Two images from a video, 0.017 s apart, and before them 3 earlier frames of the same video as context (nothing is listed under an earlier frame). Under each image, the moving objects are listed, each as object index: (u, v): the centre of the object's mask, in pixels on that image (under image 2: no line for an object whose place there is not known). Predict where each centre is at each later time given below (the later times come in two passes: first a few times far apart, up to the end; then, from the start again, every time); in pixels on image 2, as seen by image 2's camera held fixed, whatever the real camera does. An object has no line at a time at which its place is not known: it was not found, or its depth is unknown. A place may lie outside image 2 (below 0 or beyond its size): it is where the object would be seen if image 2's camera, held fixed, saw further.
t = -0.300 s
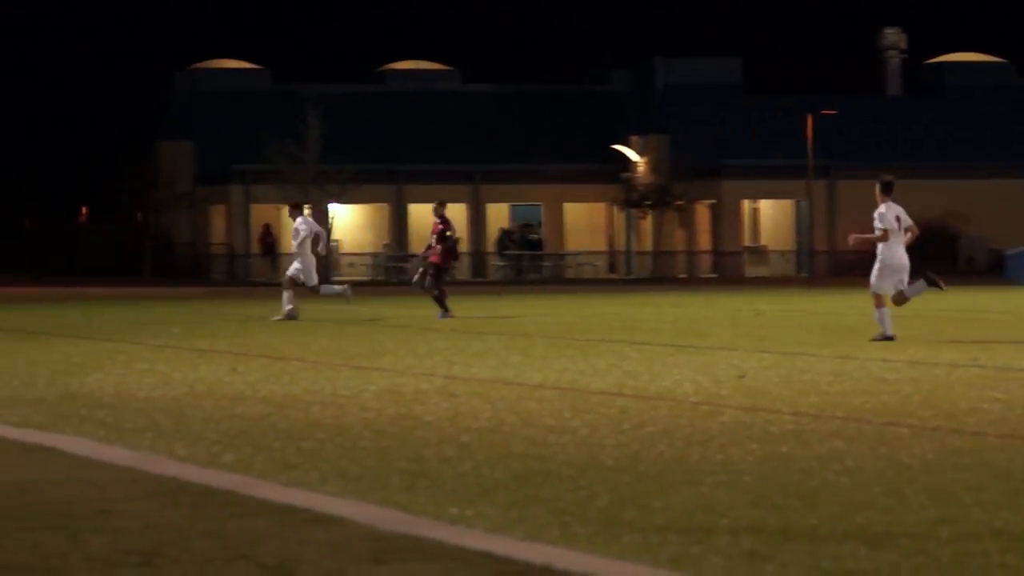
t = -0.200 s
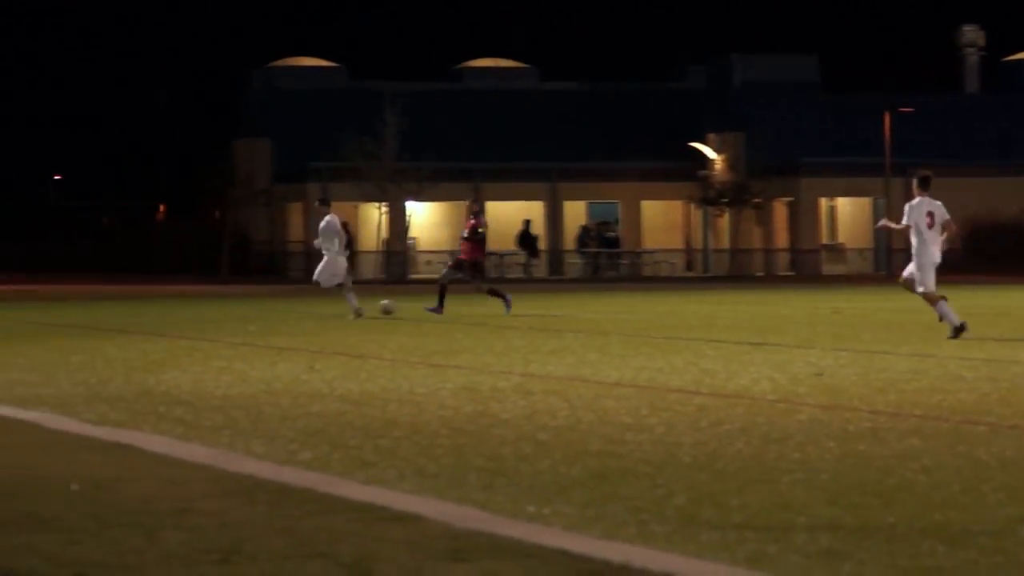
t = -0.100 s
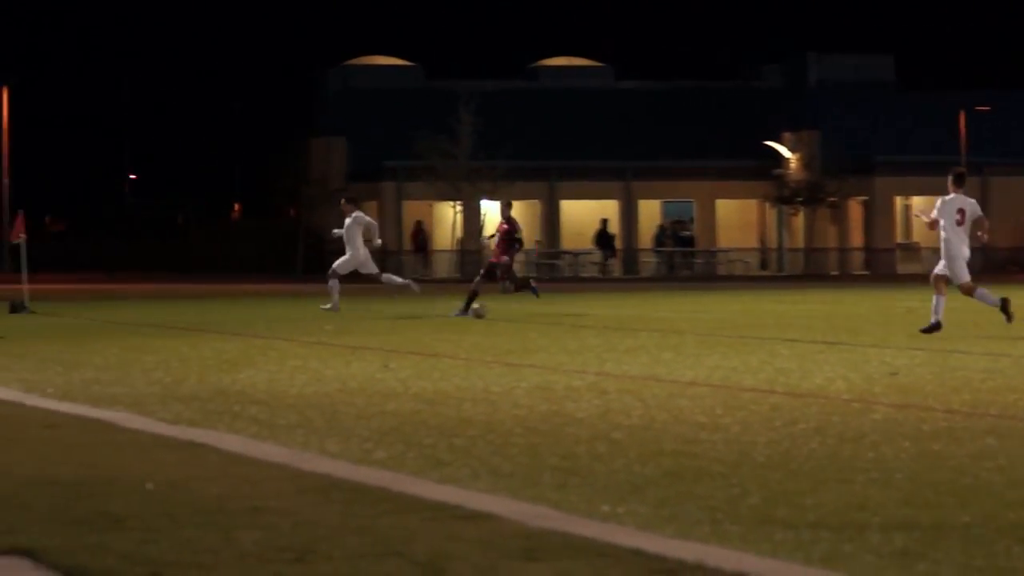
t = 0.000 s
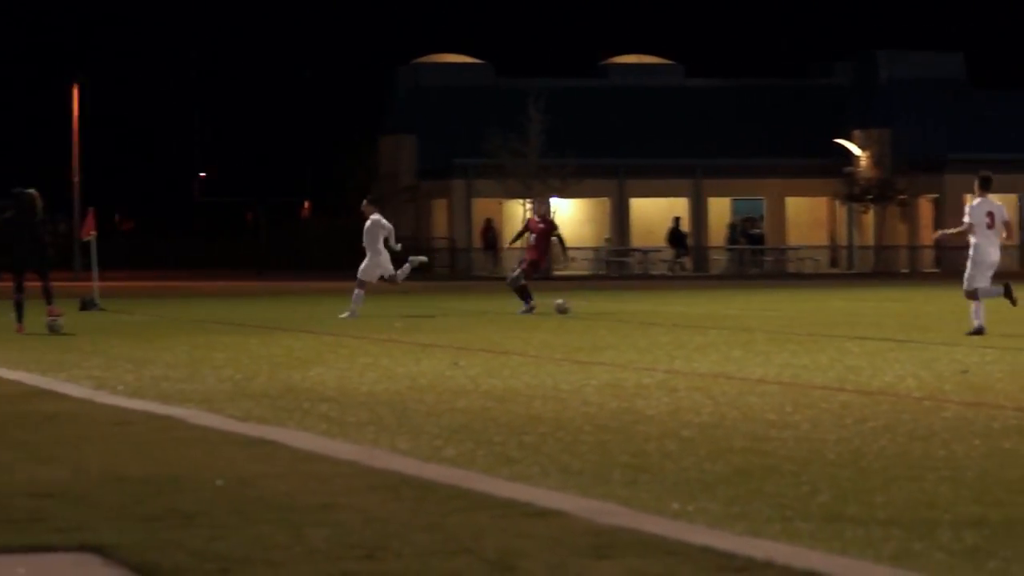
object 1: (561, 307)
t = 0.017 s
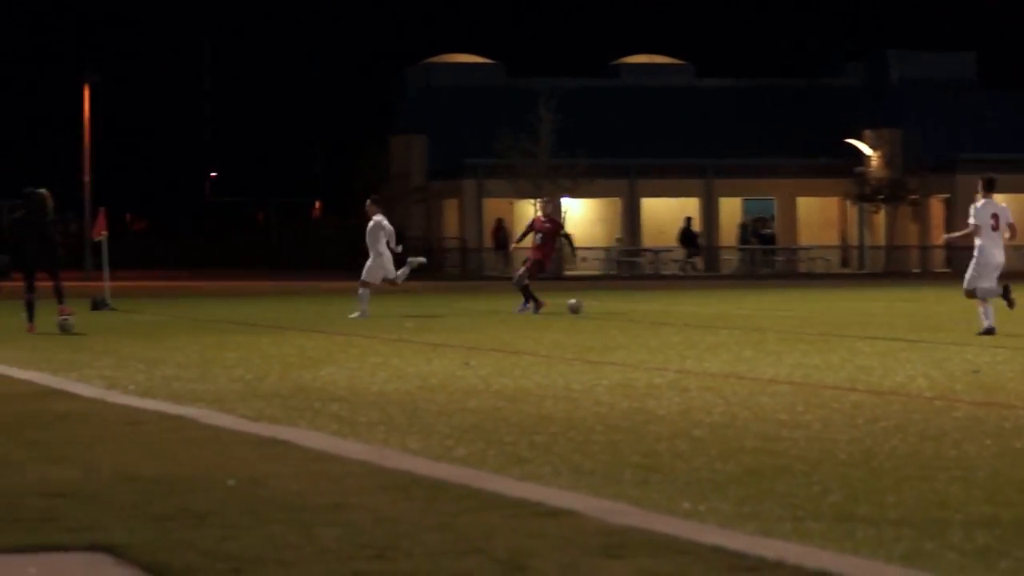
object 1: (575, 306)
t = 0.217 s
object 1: (596, 308)
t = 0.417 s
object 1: (607, 310)
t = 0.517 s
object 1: (609, 312)
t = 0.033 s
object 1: (576, 306)
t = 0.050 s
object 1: (578, 306)
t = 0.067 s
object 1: (580, 307)
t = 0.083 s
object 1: (583, 308)
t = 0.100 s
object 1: (585, 309)
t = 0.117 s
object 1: (588, 310)
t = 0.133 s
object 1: (590, 310)
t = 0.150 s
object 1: (591, 310)
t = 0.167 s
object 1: (591, 310)
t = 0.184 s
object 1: (593, 309)
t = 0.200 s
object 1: (595, 308)
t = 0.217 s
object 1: (596, 308)
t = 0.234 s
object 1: (597, 308)
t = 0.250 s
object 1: (598, 308)
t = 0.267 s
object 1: (600, 308)
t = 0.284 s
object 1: (601, 309)
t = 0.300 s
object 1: (602, 310)
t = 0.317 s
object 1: (603, 311)
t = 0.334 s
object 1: (606, 311)
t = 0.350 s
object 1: (605, 311)
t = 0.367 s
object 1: (606, 310)
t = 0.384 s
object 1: (605, 310)
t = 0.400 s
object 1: (607, 309)
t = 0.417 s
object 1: (607, 310)
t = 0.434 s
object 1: (607, 309)
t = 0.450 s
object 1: (607, 310)
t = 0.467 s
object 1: (608, 311)
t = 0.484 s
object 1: (608, 311)
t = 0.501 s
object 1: (609, 311)
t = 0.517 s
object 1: (609, 312)
